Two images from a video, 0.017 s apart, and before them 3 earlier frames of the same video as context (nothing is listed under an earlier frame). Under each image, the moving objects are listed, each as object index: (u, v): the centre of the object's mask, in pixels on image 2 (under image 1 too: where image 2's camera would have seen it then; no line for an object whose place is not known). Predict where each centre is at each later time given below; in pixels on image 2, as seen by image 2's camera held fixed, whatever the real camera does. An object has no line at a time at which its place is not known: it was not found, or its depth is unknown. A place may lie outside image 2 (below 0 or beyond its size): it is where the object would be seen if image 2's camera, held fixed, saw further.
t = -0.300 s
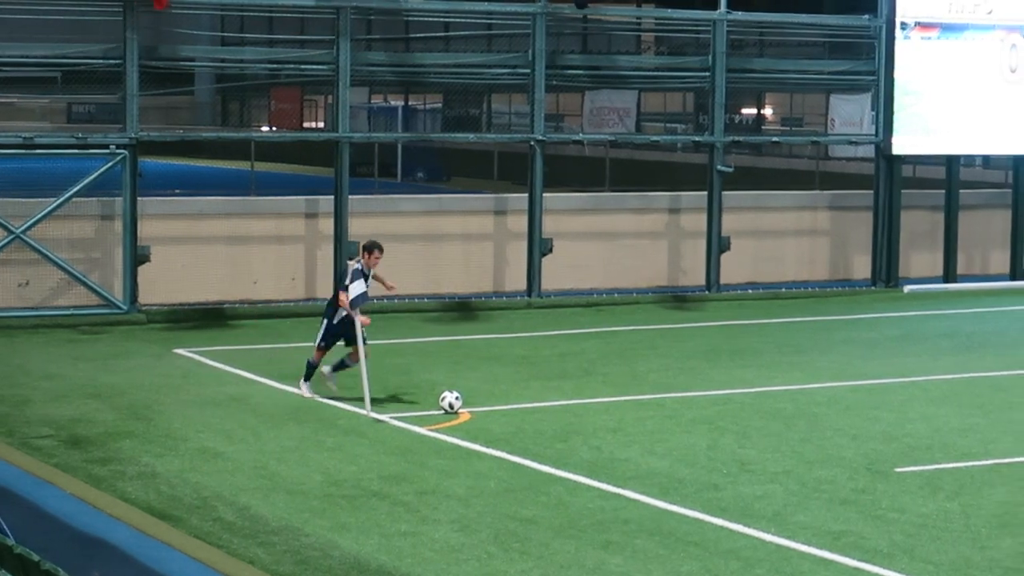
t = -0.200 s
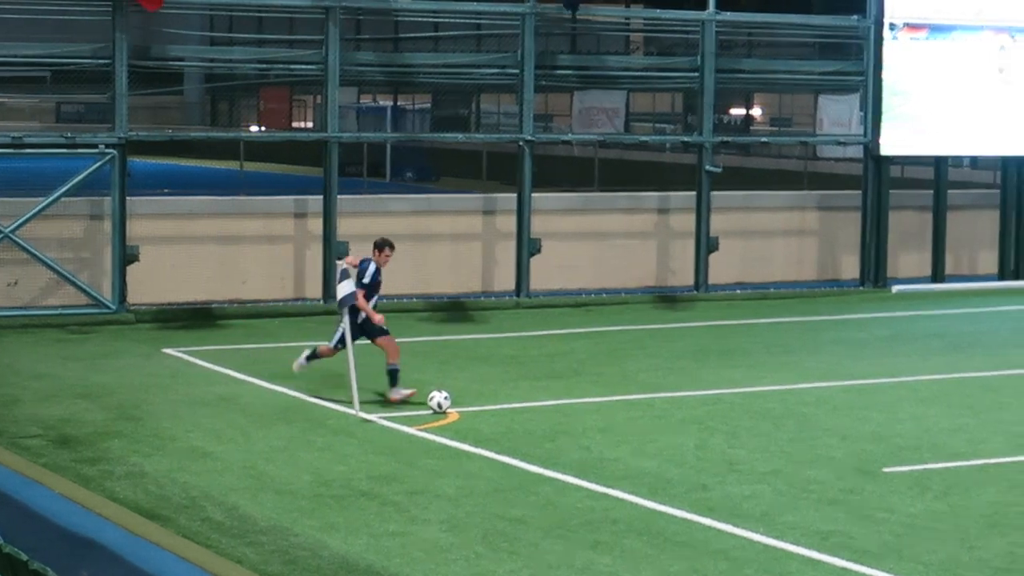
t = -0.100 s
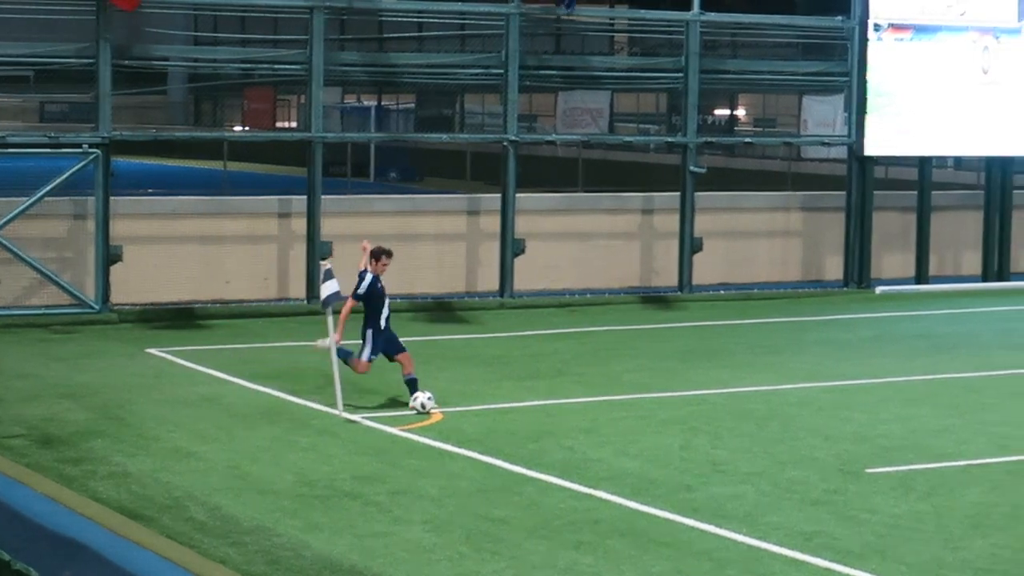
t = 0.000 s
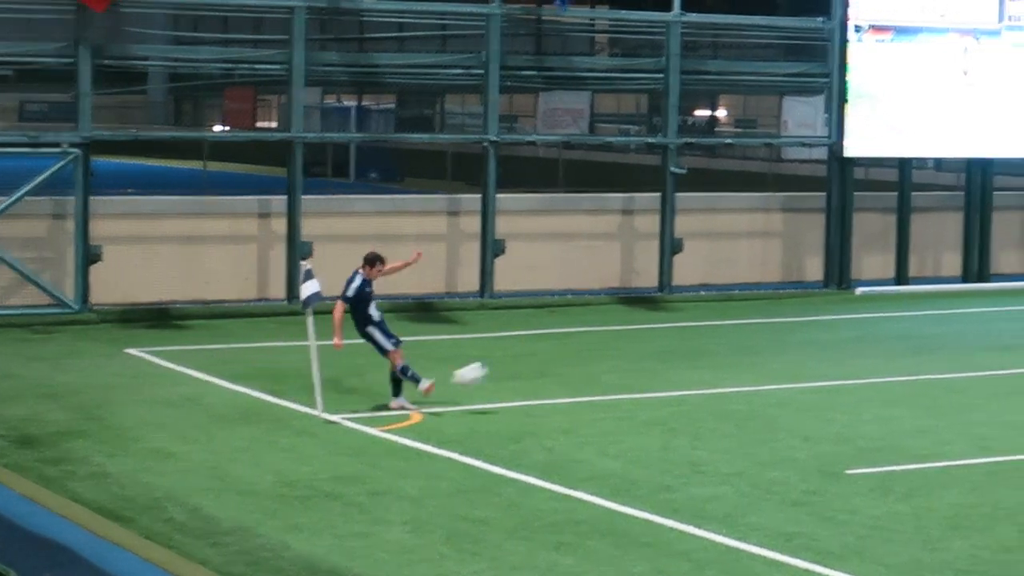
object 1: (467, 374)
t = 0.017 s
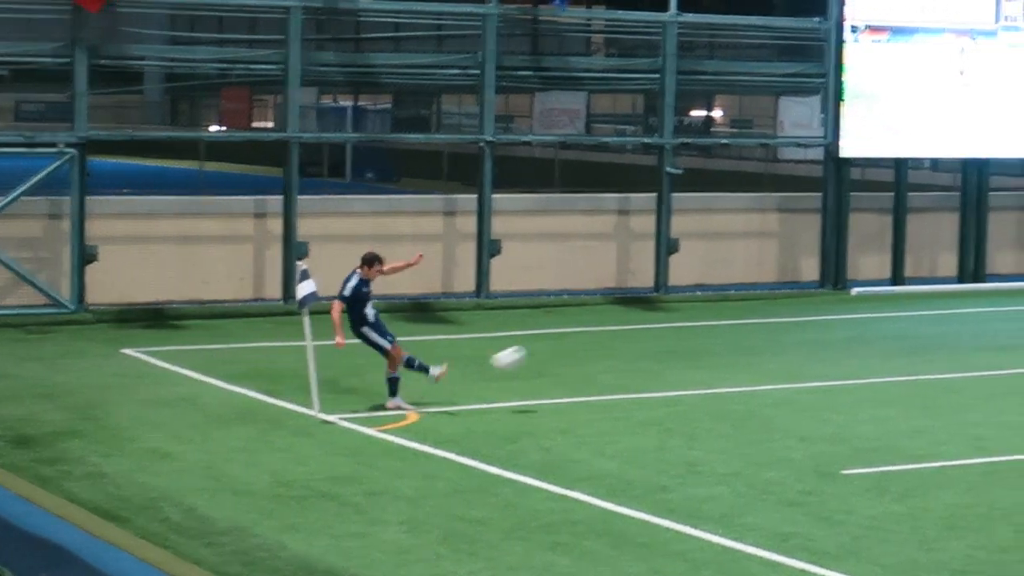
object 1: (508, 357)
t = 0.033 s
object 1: (552, 342)
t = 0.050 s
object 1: (594, 325)
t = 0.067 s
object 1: (633, 310)
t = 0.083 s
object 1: (672, 295)
